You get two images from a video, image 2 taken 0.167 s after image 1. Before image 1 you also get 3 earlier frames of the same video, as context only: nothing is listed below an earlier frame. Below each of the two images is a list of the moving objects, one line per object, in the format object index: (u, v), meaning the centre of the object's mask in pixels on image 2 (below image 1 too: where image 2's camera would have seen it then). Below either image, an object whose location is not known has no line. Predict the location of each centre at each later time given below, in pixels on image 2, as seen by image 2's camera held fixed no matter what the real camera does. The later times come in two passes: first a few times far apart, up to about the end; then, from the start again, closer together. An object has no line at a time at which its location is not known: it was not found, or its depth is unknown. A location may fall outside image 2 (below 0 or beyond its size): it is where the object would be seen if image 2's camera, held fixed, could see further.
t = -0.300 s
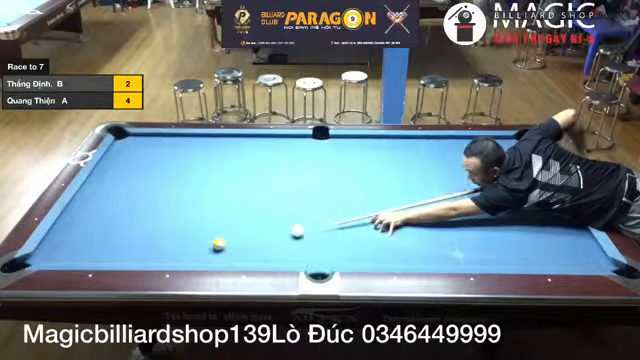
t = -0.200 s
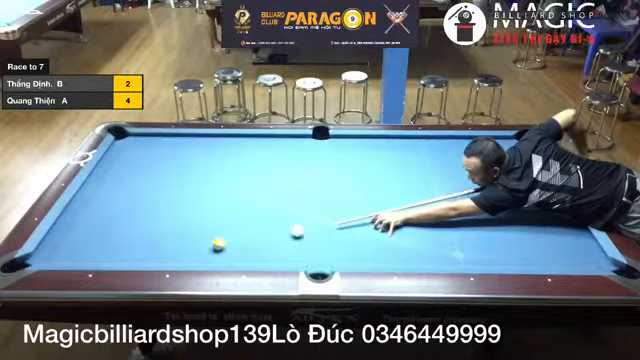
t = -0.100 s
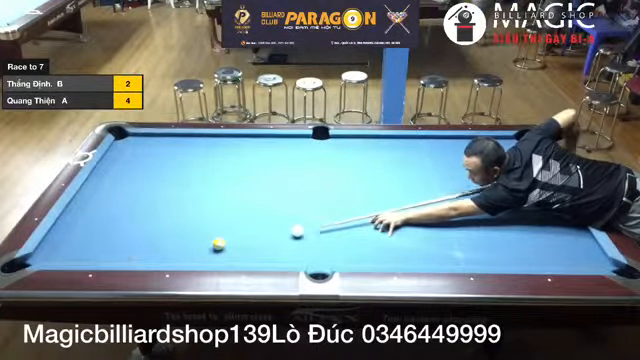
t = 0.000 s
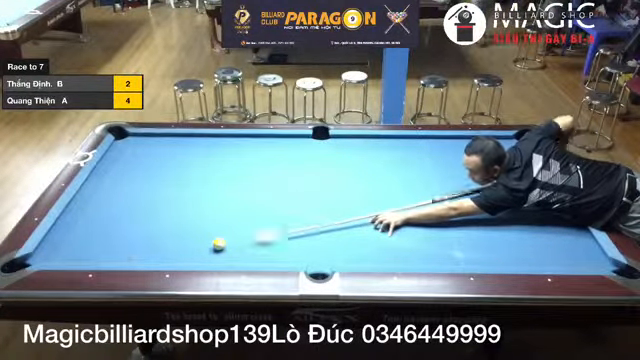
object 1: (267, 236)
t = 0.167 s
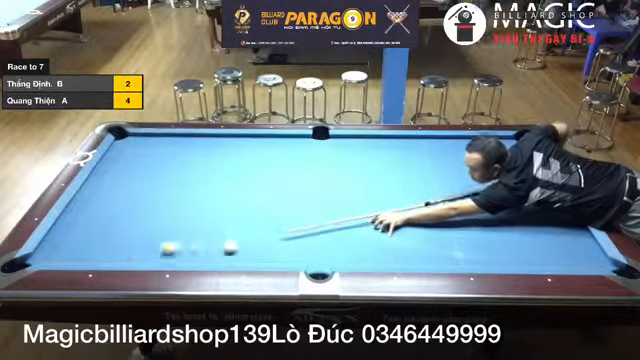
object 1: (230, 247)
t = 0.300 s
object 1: (230, 250)
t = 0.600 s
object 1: (231, 255)
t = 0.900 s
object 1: (232, 257)
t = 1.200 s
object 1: (238, 255)
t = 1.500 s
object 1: (241, 253)
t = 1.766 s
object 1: (243, 251)
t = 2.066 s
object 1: (244, 251)
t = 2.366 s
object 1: (244, 251)
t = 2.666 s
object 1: (244, 251)
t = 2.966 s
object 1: (244, 251)
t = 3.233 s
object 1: (244, 251)
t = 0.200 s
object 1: (230, 248)
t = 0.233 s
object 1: (230, 248)
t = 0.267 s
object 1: (231, 250)
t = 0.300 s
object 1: (230, 250)
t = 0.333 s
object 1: (231, 252)
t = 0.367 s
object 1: (230, 253)
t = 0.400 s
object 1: (230, 253)
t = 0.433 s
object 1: (230, 254)
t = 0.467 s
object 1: (230, 254)
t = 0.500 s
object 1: (230, 254)
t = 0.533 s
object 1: (230, 254)
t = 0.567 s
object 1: (231, 255)
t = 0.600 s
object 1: (231, 255)
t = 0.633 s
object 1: (231, 256)
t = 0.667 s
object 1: (231, 256)
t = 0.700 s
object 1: (231, 256)
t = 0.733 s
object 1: (231, 257)
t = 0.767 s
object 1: (231, 257)
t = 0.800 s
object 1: (231, 257)
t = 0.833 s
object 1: (232, 257)
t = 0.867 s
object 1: (232, 257)
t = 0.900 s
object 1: (232, 257)
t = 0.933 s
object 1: (233, 257)
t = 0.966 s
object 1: (235, 257)
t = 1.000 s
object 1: (235, 257)
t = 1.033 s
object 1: (235, 257)
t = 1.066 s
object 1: (235, 257)
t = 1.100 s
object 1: (238, 255)
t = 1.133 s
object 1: (238, 255)
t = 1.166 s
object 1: (238, 255)
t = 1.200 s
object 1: (238, 255)
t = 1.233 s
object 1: (239, 255)
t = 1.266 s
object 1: (239, 255)
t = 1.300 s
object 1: (240, 255)
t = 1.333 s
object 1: (240, 254)
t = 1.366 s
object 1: (240, 254)
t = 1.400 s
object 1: (240, 254)
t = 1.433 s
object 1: (240, 254)
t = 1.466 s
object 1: (240, 254)
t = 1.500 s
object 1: (241, 253)
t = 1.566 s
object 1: (242, 252)
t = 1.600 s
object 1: (242, 252)
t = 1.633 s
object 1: (242, 252)
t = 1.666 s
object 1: (242, 252)
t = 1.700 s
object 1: (242, 252)
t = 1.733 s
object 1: (243, 251)
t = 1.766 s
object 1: (243, 251)
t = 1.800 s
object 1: (243, 251)
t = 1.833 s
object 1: (243, 251)
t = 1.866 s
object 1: (243, 251)
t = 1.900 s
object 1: (244, 251)
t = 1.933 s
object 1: (244, 251)
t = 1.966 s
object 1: (244, 251)
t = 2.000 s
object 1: (244, 251)
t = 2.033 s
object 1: (244, 251)
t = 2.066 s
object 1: (244, 251)
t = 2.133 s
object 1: (244, 251)
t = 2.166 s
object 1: (244, 251)
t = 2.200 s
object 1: (244, 251)
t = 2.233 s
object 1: (244, 251)
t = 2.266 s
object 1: (244, 251)
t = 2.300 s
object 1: (244, 251)
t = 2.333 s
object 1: (244, 251)
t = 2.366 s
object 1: (244, 251)
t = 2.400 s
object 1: (244, 251)
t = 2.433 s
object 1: (244, 251)
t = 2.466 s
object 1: (244, 251)
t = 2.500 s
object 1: (244, 251)
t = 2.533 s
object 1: (244, 251)
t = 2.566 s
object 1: (244, 251)
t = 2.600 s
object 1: (244, 251)
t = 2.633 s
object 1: (244, 251)
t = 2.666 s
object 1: (244, 251)
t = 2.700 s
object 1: (244, 251)
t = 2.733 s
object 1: (244, 251)
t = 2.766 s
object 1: (244, 251)
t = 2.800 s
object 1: (244, 251)
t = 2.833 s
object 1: (244, 251)
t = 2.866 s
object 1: (244, 251)
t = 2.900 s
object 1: (244, 251)
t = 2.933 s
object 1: (244, 251)
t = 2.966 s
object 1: (244, 251)
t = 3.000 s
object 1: (244, 251)
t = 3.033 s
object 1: (244, 251)
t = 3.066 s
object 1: (244, 251)
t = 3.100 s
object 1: (244, 251)
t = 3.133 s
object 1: (244, 251)
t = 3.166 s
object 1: (244, 251)
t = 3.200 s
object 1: (244, 251)
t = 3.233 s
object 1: (244, 251)
